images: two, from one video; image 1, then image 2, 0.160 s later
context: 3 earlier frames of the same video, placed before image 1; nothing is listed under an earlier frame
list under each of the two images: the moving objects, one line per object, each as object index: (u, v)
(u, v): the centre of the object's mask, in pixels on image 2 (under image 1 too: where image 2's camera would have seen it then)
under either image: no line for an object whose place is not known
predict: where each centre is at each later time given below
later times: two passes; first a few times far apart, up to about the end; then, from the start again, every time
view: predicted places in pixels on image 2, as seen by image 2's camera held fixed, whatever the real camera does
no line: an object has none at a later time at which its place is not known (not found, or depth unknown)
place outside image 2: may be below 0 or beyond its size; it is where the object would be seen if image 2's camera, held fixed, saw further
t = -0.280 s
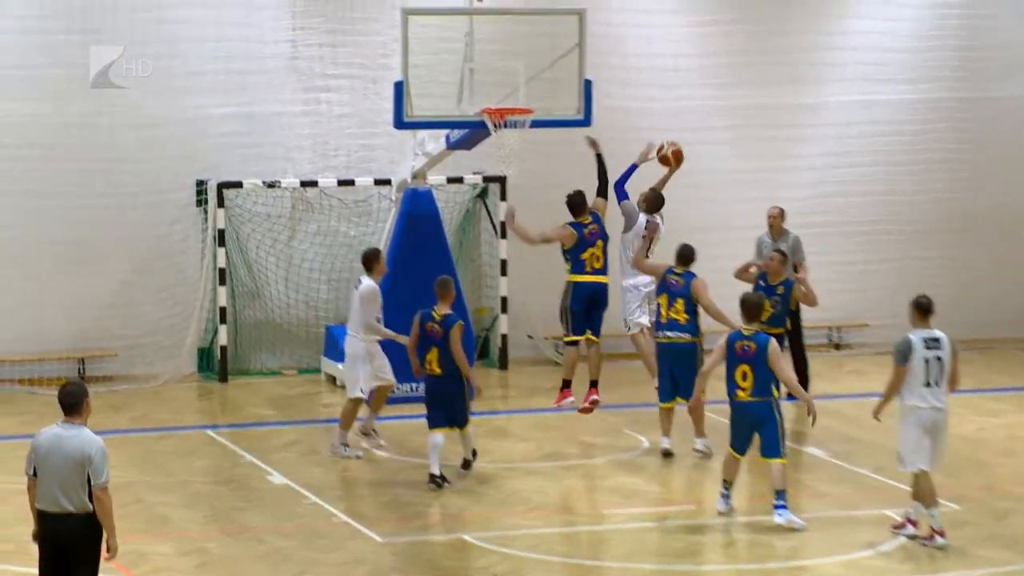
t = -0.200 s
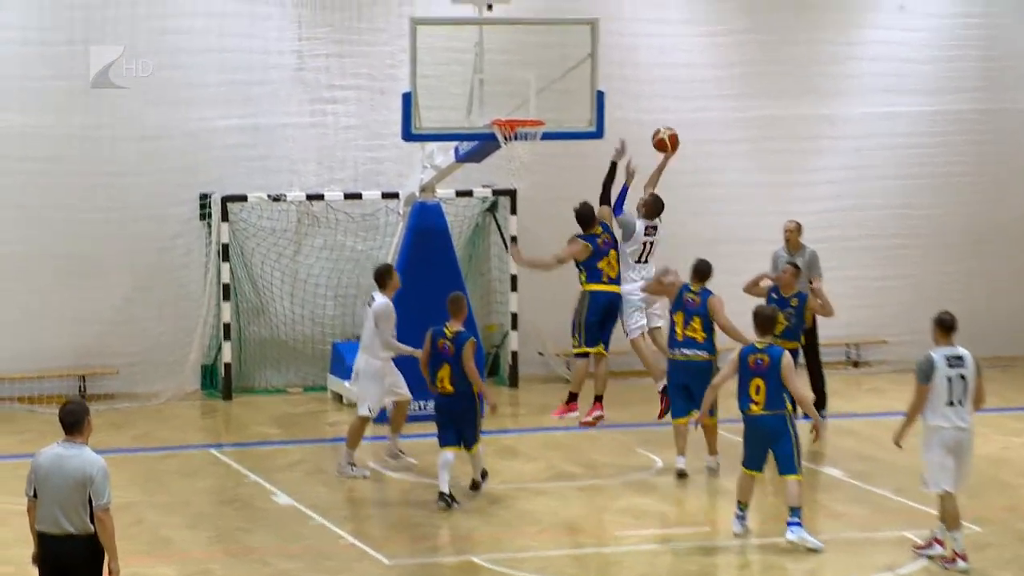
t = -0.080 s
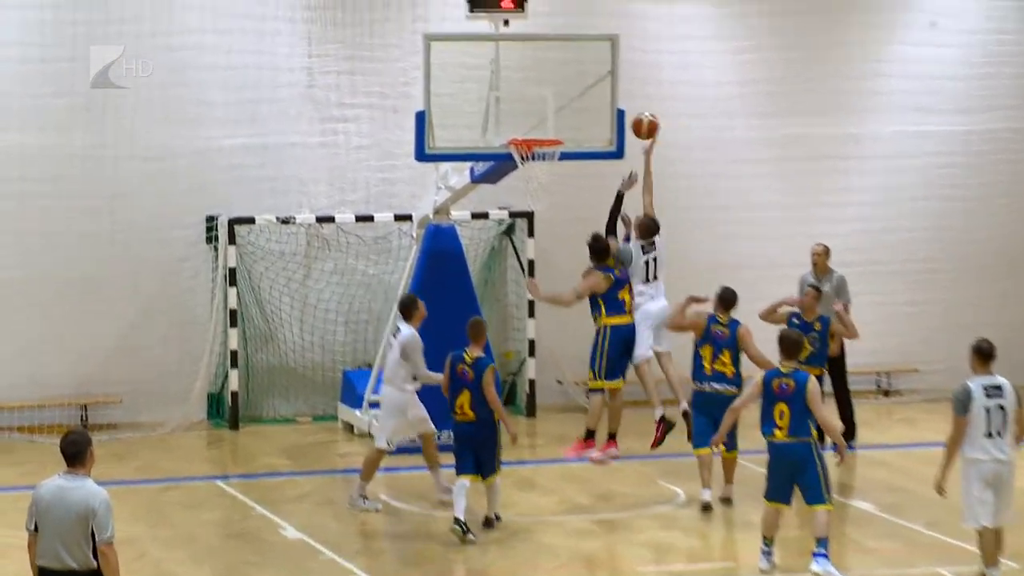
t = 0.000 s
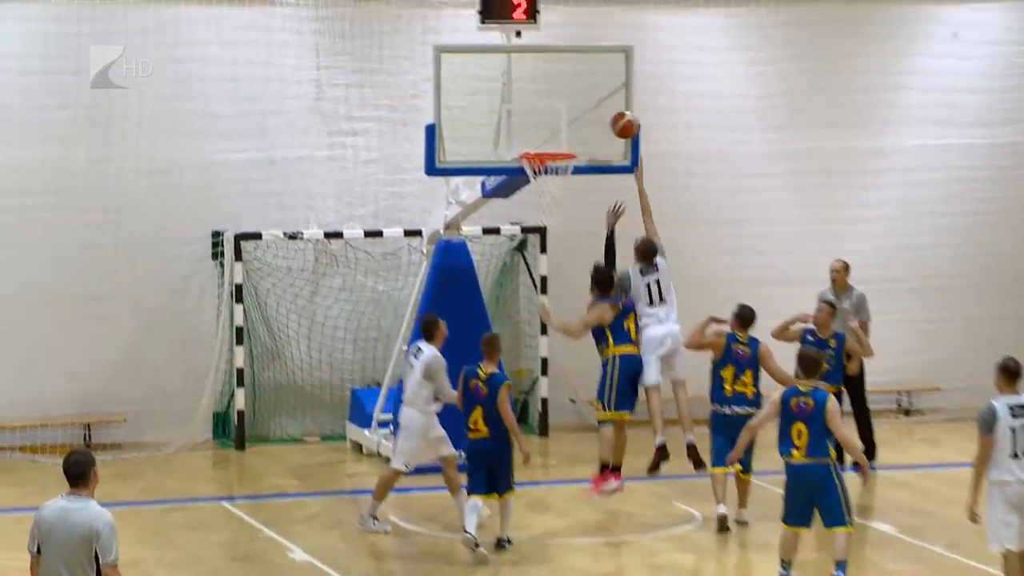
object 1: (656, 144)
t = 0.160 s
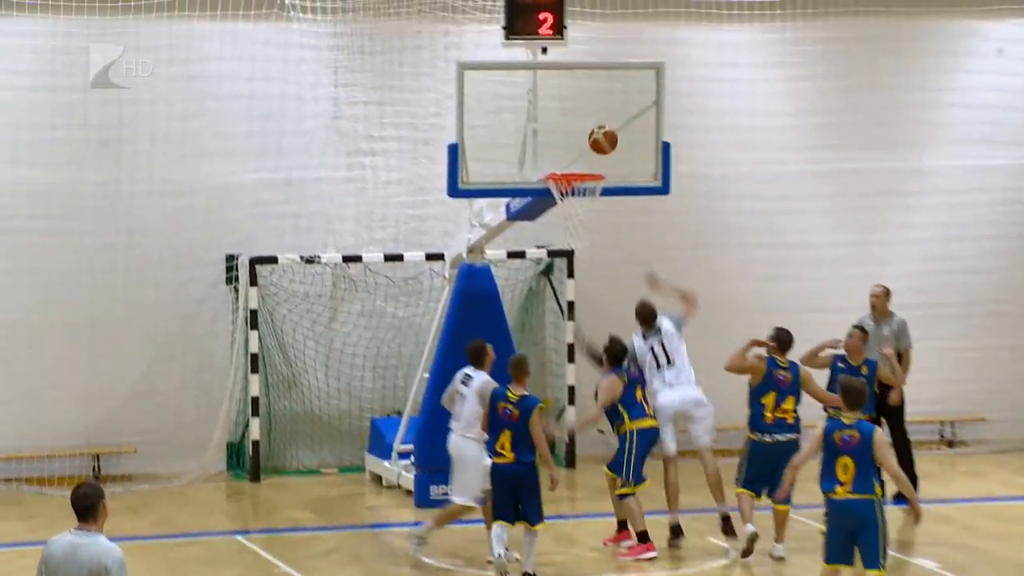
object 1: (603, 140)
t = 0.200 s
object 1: (595, 144)
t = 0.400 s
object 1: (580, 190)
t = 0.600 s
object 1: (595, 197)
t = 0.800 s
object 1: (582, 211)
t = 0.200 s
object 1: (595, 144)
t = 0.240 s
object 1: (587, 150)
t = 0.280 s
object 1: (579, 158)
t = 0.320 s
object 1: (572, 165)
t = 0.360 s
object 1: (573, 175)
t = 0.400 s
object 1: (580, 190)
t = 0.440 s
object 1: (588, 197)
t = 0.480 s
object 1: (593, 200)
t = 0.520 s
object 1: (595, 200)
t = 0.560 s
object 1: (596, 198)
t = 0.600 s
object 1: (595, 197)
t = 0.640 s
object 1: (593, 196)
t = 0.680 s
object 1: (591, 198)
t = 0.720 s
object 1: (588, 200)
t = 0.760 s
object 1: (585, 205)
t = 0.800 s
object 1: (582, 211)
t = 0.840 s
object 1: (578, 217)
